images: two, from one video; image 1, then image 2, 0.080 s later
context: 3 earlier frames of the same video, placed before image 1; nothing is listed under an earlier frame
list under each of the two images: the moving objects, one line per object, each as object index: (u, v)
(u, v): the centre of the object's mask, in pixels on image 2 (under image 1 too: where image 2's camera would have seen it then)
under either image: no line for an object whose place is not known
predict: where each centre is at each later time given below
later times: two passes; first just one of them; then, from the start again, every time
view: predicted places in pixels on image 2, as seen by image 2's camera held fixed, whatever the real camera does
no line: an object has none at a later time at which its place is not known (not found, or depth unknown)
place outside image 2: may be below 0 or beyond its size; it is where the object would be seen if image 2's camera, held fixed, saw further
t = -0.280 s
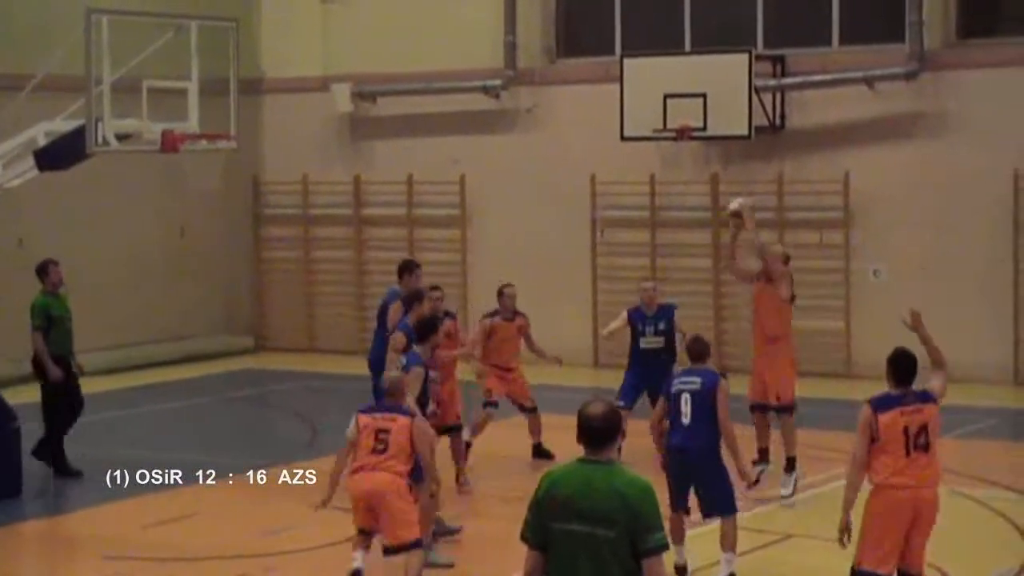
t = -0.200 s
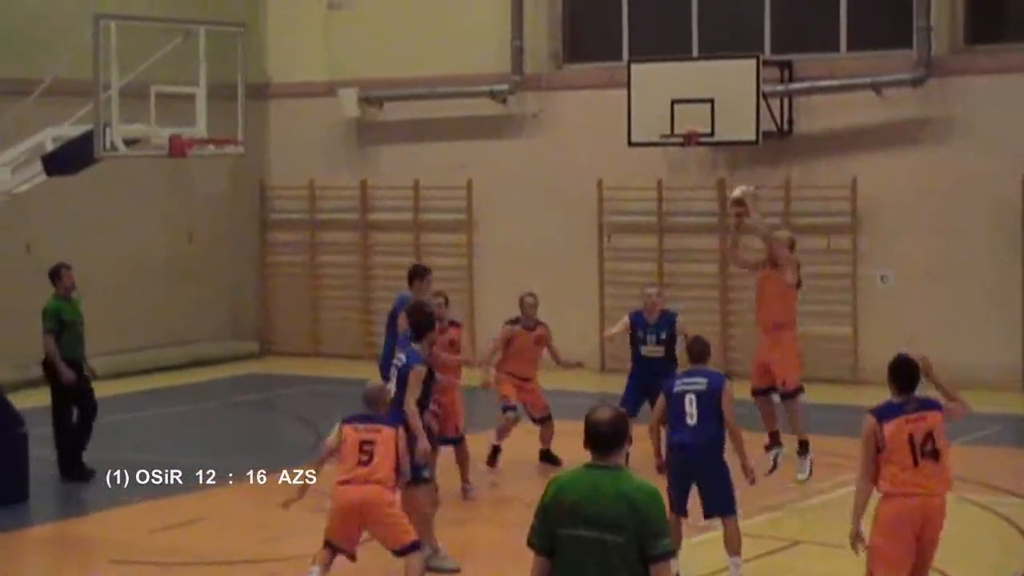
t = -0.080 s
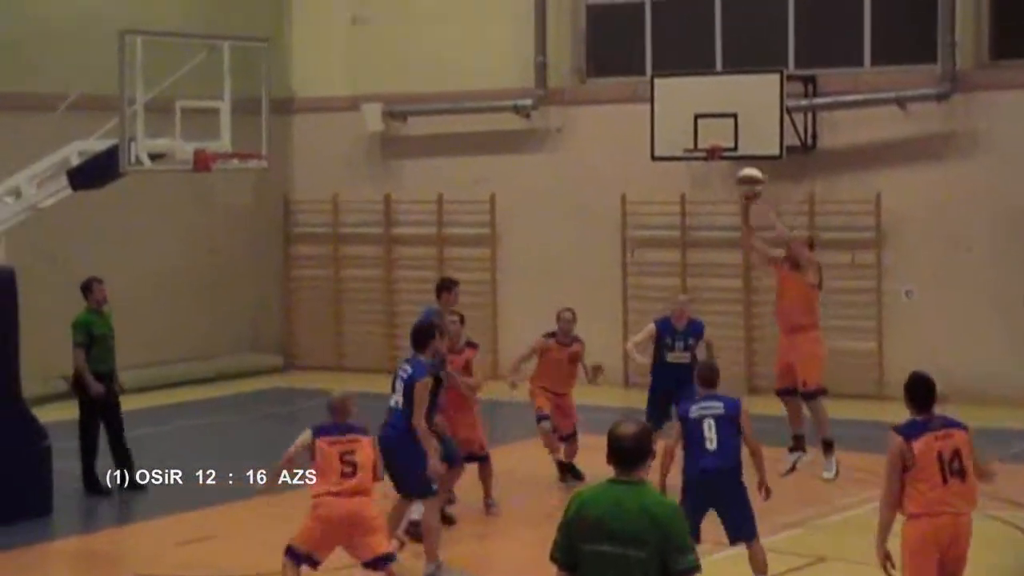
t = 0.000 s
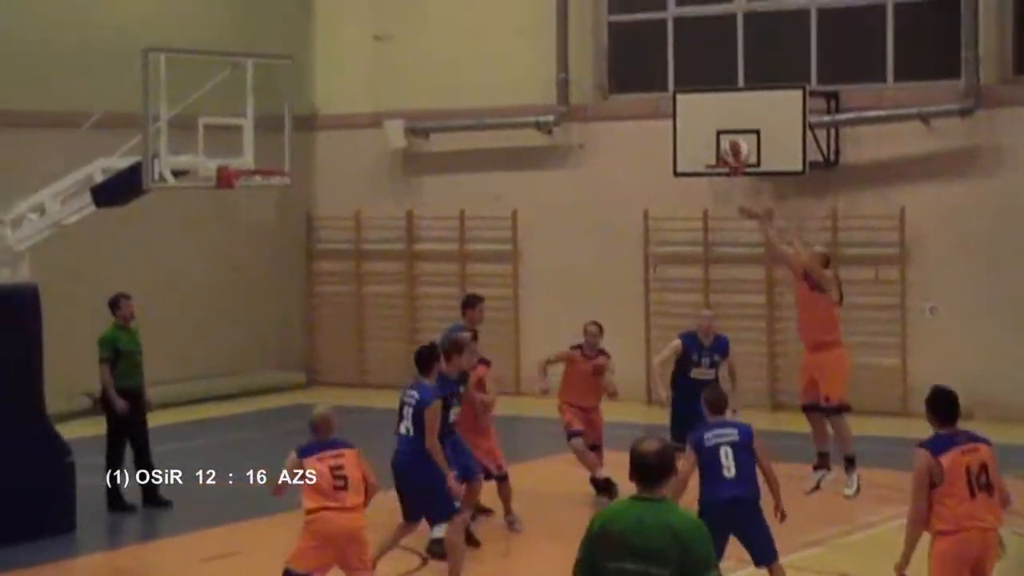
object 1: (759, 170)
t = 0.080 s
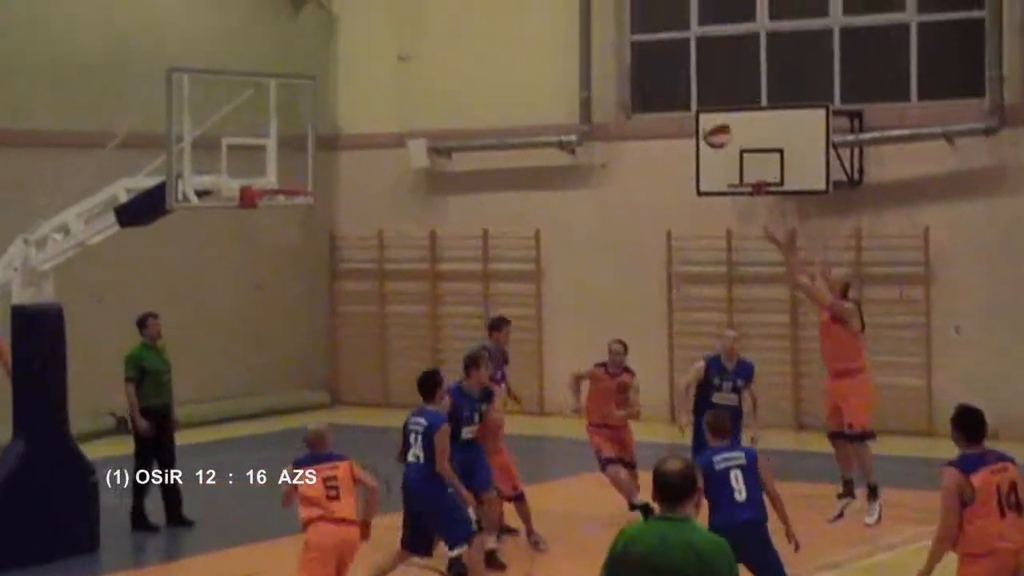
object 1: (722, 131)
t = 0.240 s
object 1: (634, 79)
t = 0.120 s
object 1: (702, 116)
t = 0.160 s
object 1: (679, 104)
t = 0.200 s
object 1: (656, 92)
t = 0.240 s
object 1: (634, 79)
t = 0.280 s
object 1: (620, 71)
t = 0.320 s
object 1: (598, 62)
